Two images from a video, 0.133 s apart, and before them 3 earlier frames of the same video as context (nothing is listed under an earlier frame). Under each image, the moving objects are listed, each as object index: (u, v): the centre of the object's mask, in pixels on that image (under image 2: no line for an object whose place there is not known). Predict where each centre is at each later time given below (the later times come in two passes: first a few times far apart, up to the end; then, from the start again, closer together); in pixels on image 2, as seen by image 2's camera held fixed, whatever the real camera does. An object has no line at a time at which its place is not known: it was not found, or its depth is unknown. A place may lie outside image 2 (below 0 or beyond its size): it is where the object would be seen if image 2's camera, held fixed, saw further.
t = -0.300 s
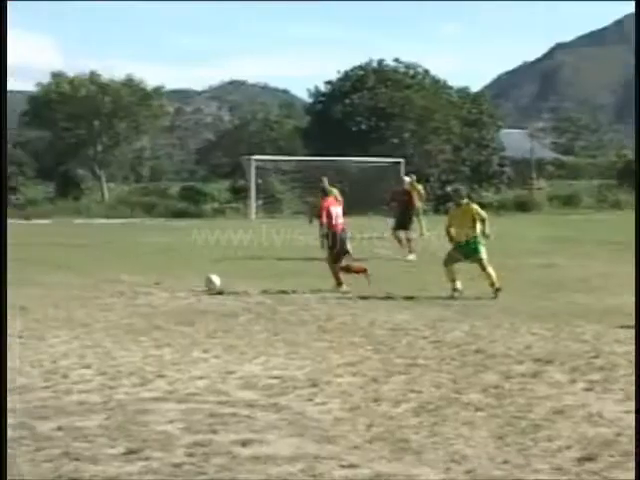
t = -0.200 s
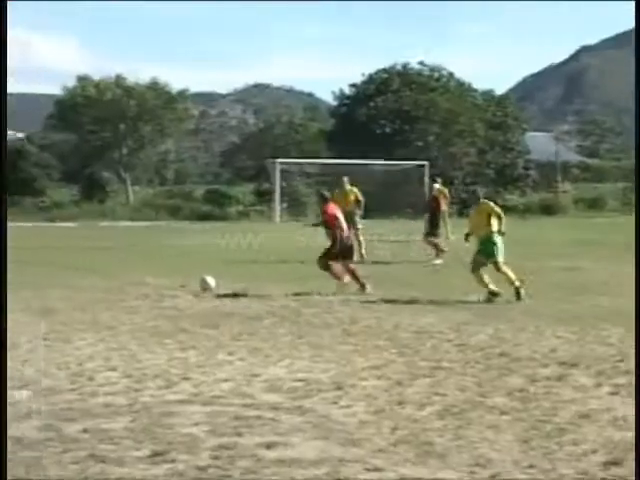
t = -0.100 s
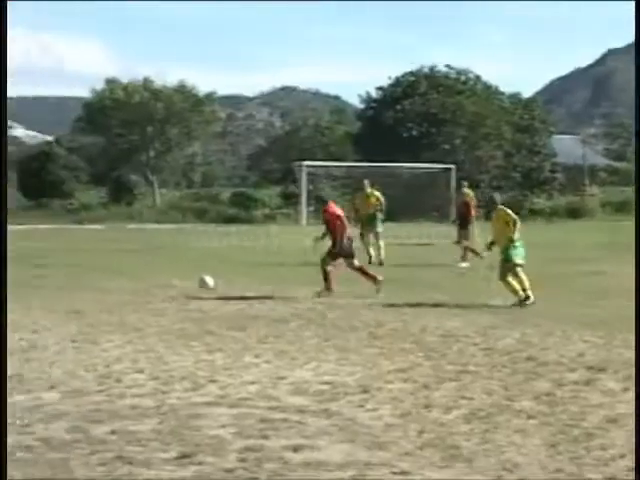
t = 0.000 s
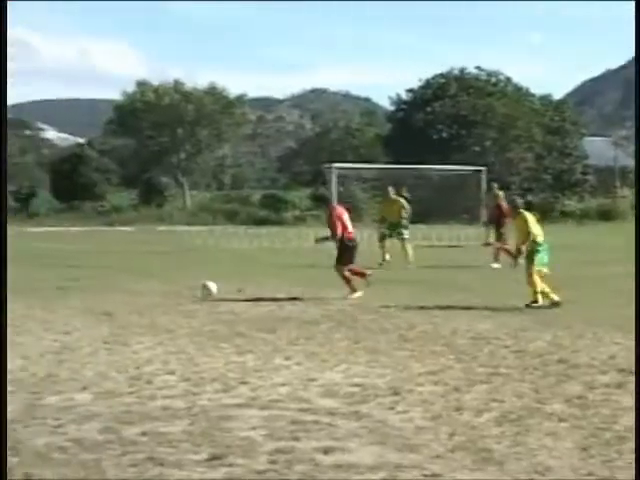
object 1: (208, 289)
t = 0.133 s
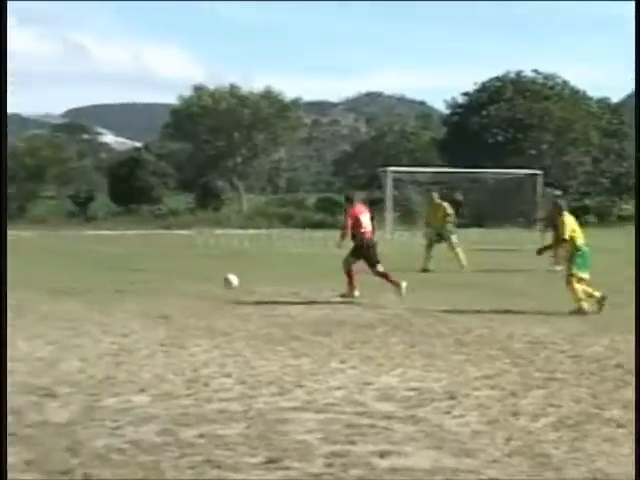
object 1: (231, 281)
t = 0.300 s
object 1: (190, 282)
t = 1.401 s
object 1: (-63, 285)
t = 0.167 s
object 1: (222, 280)
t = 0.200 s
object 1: (214, 279)
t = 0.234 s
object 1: (206, 280)
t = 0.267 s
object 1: (198, 281)
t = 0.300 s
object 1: (190, 282)
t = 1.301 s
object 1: (-41, 283)
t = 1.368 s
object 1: (-56, 286)
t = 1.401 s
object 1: (-63, 285)
